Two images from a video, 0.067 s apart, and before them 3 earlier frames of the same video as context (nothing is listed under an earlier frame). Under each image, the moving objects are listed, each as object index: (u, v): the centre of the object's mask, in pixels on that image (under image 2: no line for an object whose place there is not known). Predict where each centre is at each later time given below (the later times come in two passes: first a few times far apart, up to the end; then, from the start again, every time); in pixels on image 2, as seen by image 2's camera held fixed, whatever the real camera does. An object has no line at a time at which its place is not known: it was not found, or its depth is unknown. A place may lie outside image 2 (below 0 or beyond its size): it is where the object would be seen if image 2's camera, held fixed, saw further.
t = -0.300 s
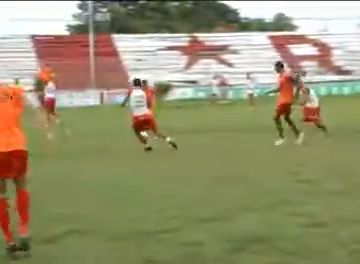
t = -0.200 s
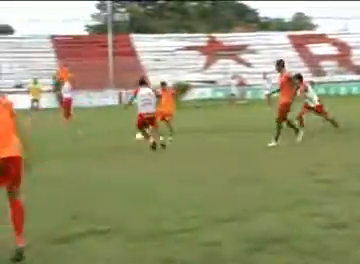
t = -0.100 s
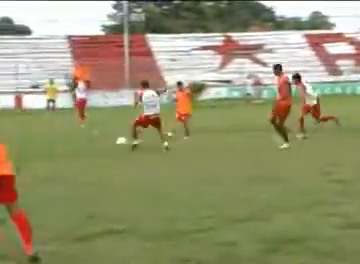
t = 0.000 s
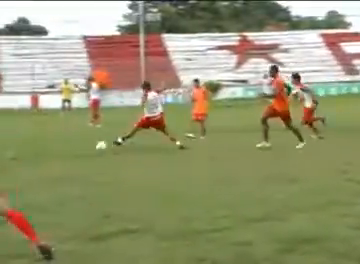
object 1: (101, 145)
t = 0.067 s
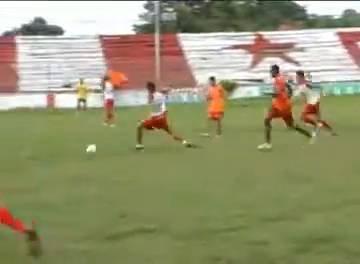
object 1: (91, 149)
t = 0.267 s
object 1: (13, 158)
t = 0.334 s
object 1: (-11, 161)
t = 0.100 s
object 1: (79, 150)
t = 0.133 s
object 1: (67, 151)
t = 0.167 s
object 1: (54, 153)
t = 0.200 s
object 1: (40, 154)
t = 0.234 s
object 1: (28, 156)
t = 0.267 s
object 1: (13, 158)
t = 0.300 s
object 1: (2, 159)
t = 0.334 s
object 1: (-11, 161)
